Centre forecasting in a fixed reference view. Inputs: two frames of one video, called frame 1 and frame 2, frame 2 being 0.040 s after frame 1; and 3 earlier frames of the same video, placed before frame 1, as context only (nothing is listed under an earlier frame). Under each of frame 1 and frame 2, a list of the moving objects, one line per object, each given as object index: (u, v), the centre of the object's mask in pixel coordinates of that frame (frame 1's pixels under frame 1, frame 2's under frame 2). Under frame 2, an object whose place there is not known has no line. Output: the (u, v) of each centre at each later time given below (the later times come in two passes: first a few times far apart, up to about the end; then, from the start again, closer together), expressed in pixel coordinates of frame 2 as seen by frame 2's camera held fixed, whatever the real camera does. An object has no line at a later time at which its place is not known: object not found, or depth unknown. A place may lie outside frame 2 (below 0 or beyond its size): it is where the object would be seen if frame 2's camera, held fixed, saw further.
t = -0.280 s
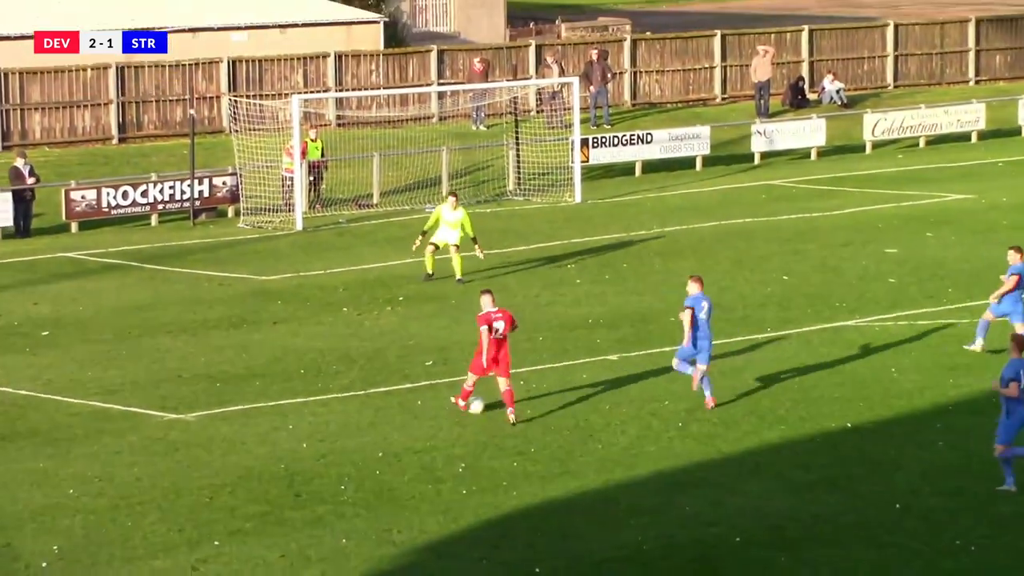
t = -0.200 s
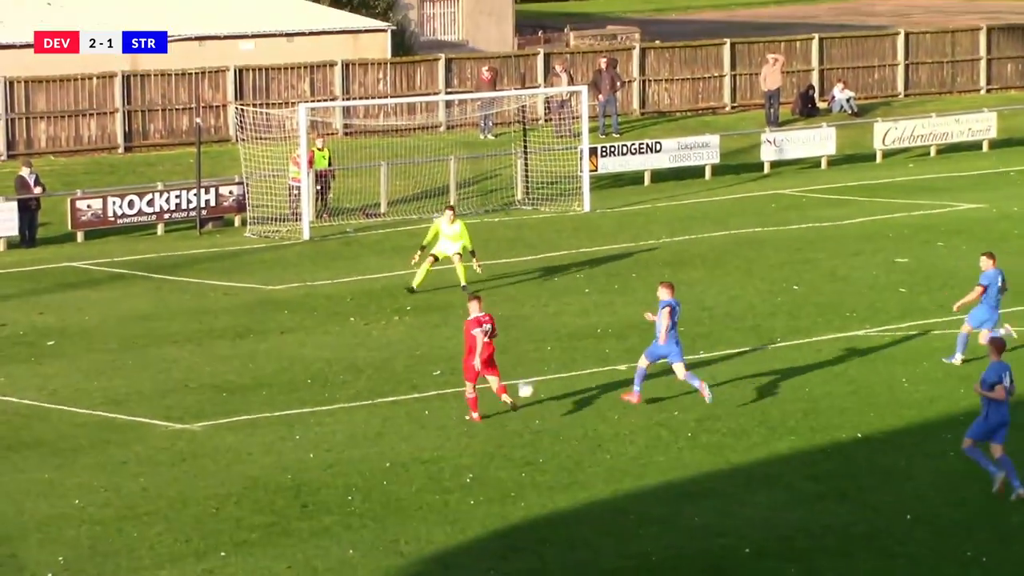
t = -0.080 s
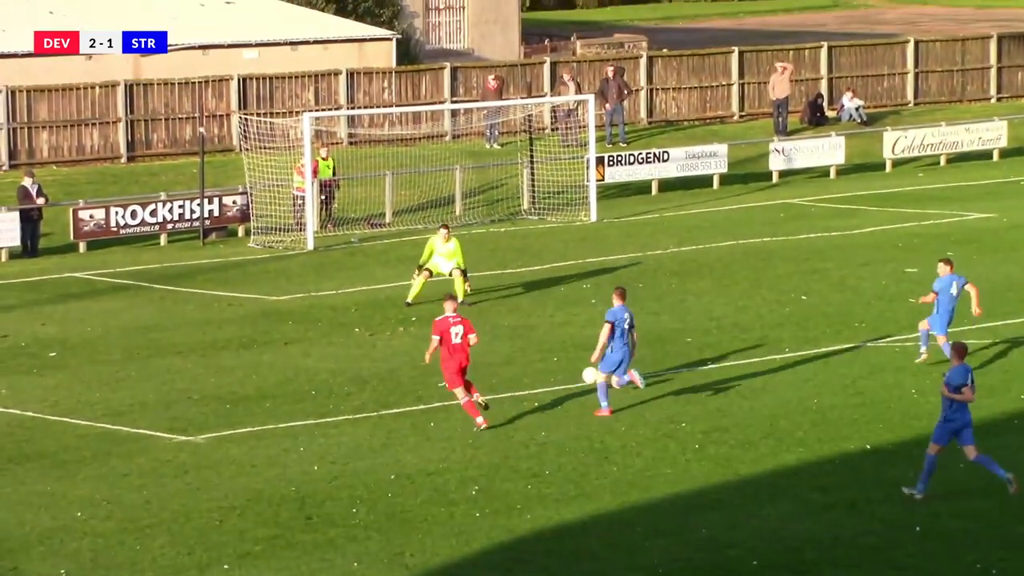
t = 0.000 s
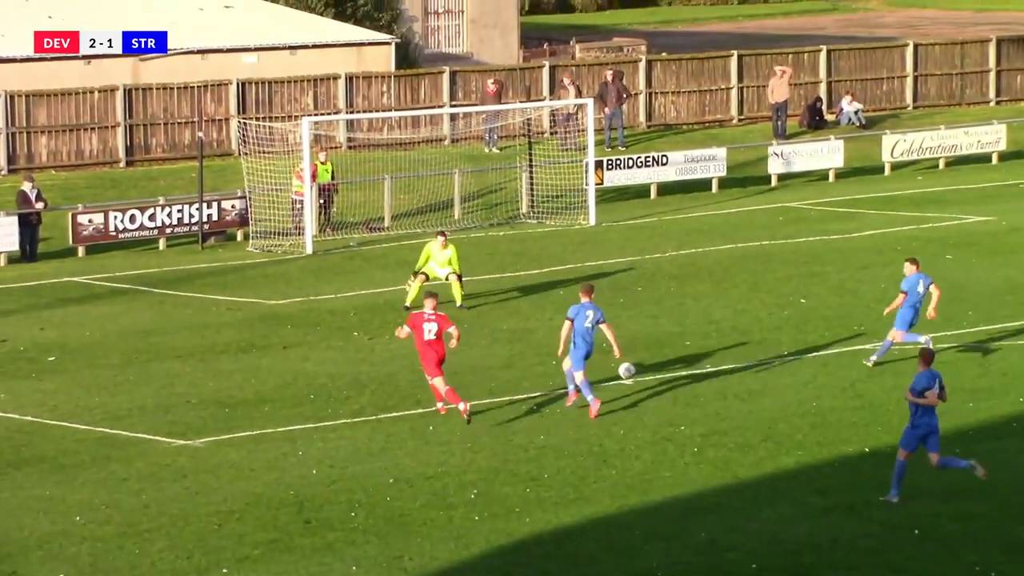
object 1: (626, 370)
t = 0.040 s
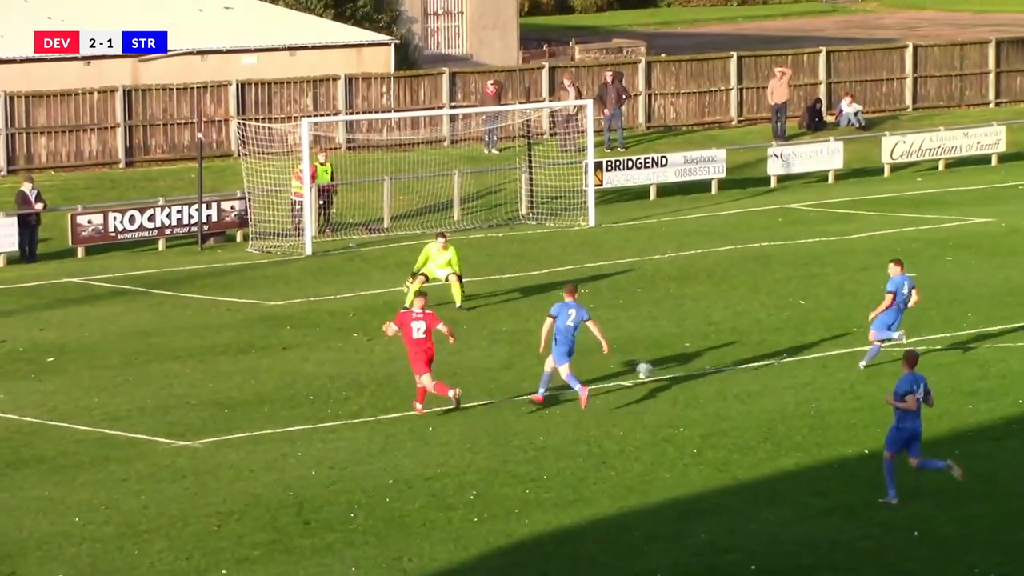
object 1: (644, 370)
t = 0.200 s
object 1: (705, 359)
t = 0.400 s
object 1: (764, 342)
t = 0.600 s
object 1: (813, 322)
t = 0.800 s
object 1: (857, 311)
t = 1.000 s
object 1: (895, 299)
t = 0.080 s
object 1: (661, 370)
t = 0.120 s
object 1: (679, 371)
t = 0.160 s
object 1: (693, 366)
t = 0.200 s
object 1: (705, 359)
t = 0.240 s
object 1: (717, 352)
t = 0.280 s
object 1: (729, 347)
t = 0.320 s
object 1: (741, 344)
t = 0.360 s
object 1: (752, 342)
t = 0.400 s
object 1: (764, 342)
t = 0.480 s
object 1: (785, 337)
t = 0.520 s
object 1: (795, 331)
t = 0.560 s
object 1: (804, 325)
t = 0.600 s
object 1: (813, 322)
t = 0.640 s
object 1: (823, 319)
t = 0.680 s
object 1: (832, 318)
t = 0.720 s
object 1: (841, 318)
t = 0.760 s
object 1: (849, 317)
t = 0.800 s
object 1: (857, 311)
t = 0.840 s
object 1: (865, 306)
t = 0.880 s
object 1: (873, 303)
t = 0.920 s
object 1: (880, 301)
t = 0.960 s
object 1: (888, 300)
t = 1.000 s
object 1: (895, 299)
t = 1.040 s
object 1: (902, 298)
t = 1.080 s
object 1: (910, 292)
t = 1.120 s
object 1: (917, 287)
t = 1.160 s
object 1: (925, 284)
